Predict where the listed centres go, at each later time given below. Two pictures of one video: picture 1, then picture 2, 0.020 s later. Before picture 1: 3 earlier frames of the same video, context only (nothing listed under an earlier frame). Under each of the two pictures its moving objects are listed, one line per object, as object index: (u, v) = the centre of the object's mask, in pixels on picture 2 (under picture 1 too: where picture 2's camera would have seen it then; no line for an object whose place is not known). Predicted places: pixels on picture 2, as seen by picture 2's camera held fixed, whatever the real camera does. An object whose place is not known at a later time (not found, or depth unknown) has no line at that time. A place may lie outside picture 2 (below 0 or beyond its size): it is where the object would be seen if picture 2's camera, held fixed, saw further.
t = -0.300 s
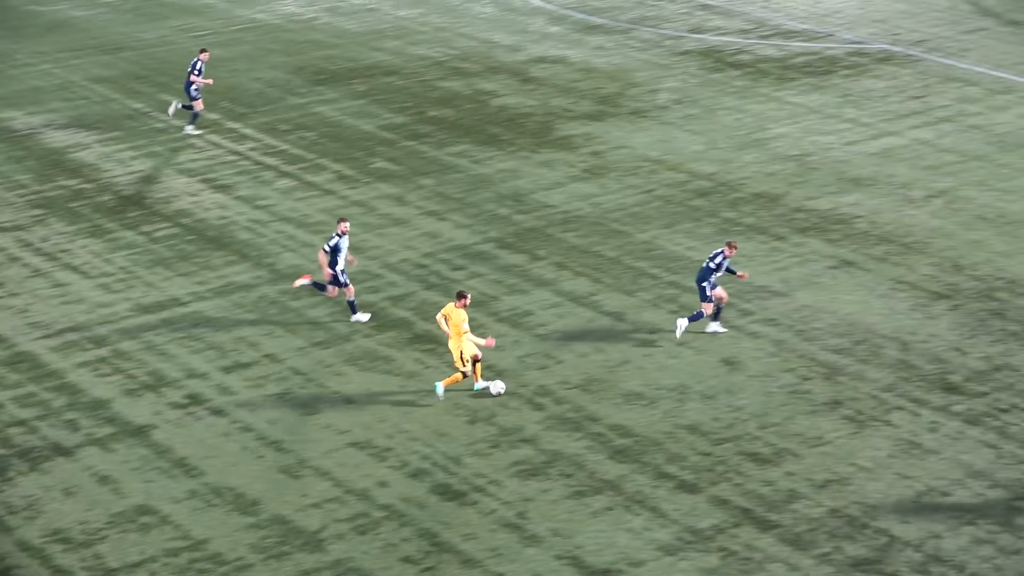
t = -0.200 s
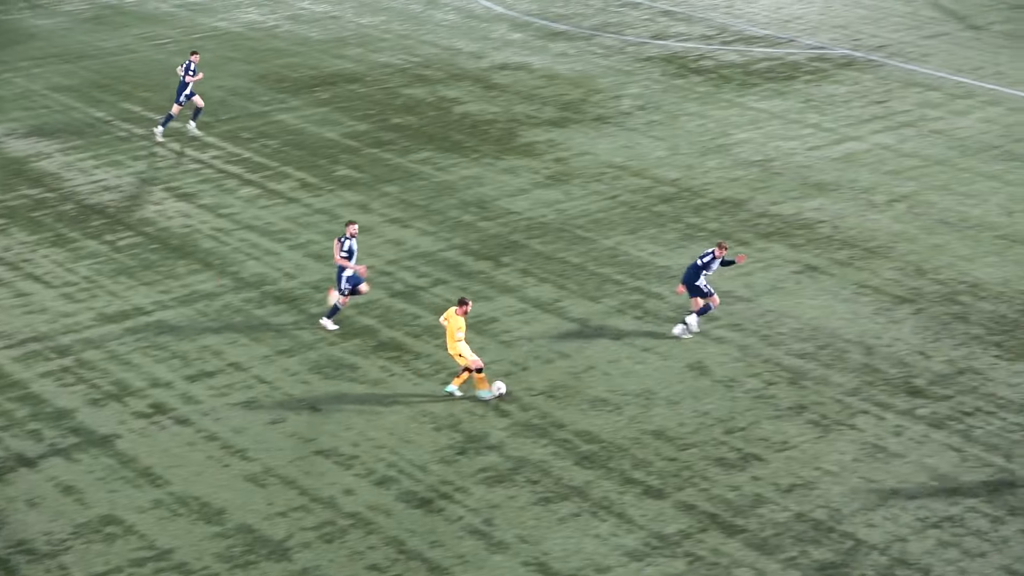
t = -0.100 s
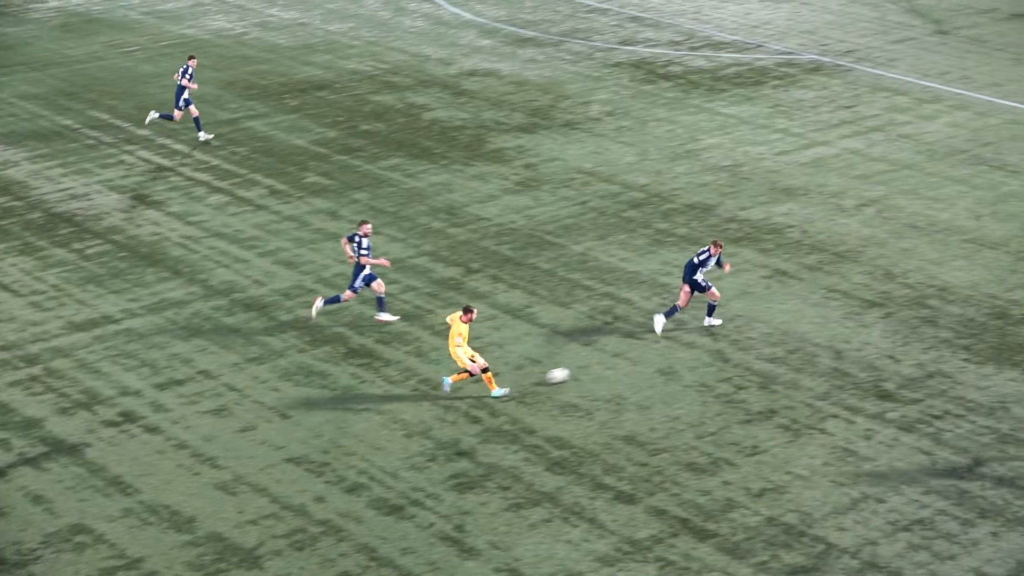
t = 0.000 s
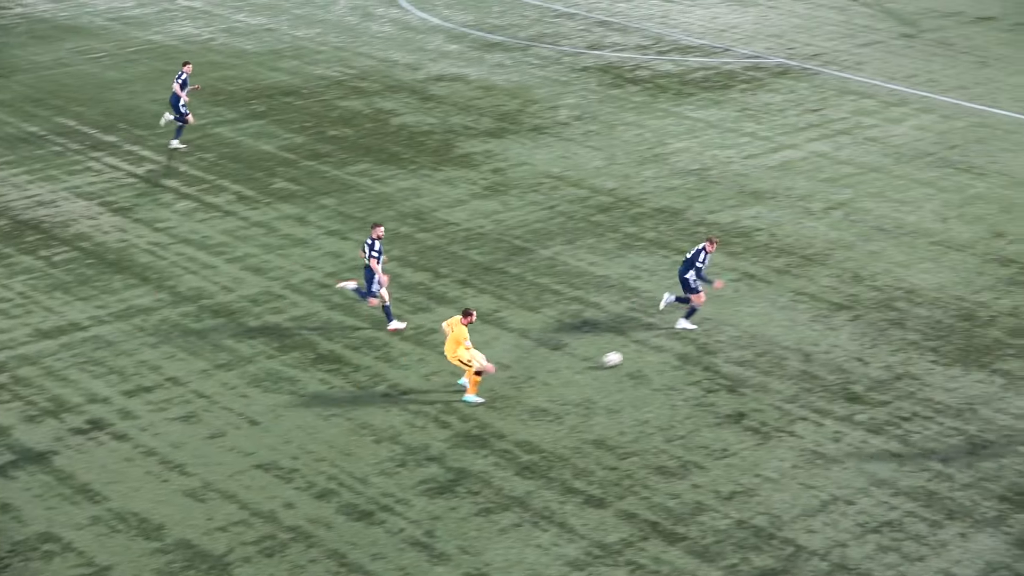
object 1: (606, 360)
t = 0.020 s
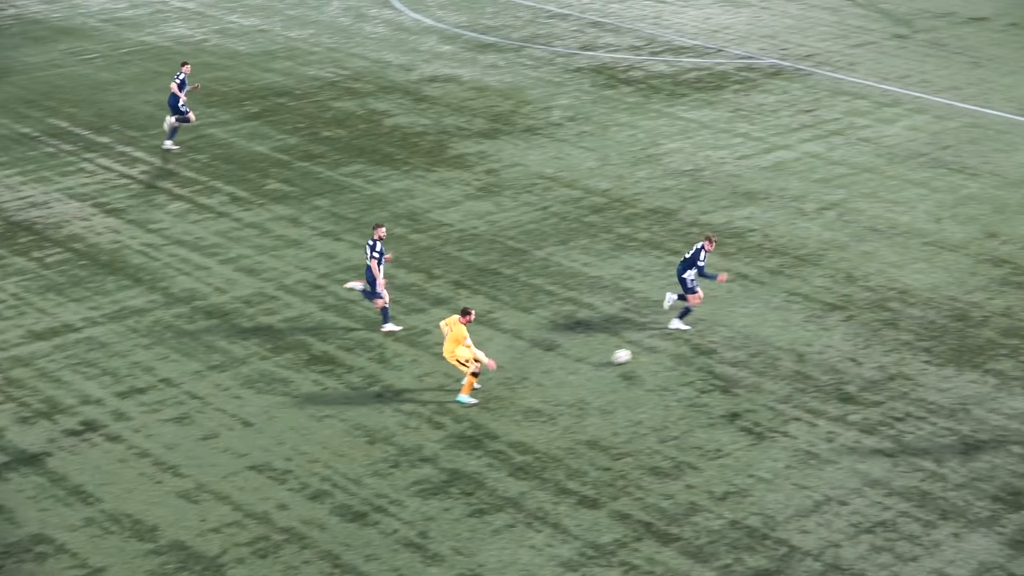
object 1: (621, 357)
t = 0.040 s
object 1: (637, 353)
